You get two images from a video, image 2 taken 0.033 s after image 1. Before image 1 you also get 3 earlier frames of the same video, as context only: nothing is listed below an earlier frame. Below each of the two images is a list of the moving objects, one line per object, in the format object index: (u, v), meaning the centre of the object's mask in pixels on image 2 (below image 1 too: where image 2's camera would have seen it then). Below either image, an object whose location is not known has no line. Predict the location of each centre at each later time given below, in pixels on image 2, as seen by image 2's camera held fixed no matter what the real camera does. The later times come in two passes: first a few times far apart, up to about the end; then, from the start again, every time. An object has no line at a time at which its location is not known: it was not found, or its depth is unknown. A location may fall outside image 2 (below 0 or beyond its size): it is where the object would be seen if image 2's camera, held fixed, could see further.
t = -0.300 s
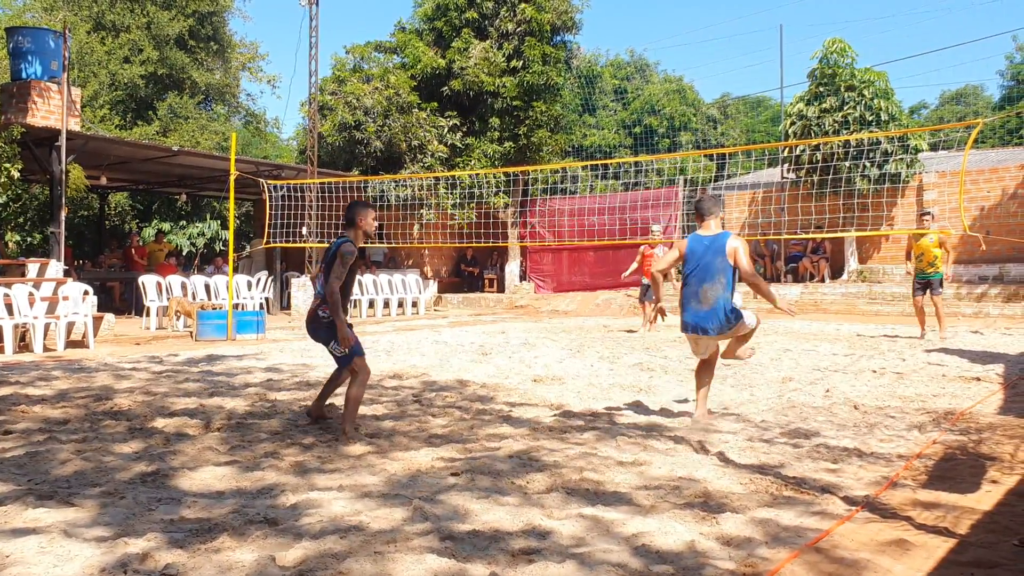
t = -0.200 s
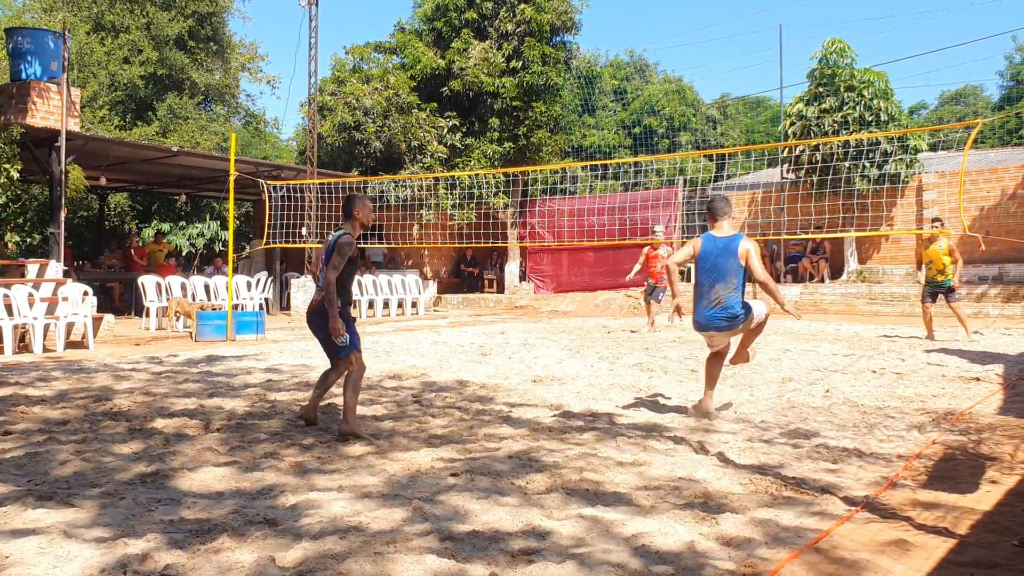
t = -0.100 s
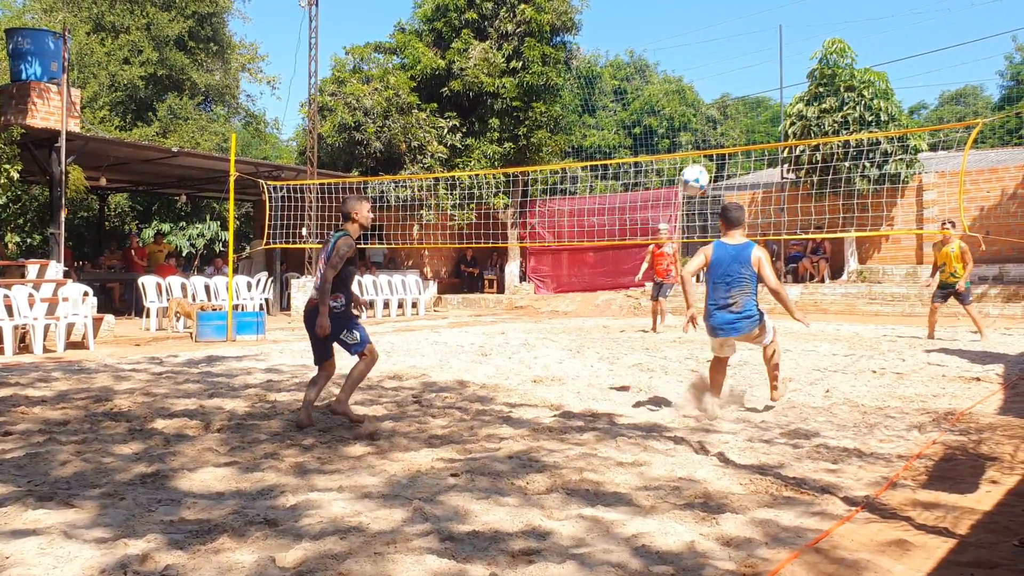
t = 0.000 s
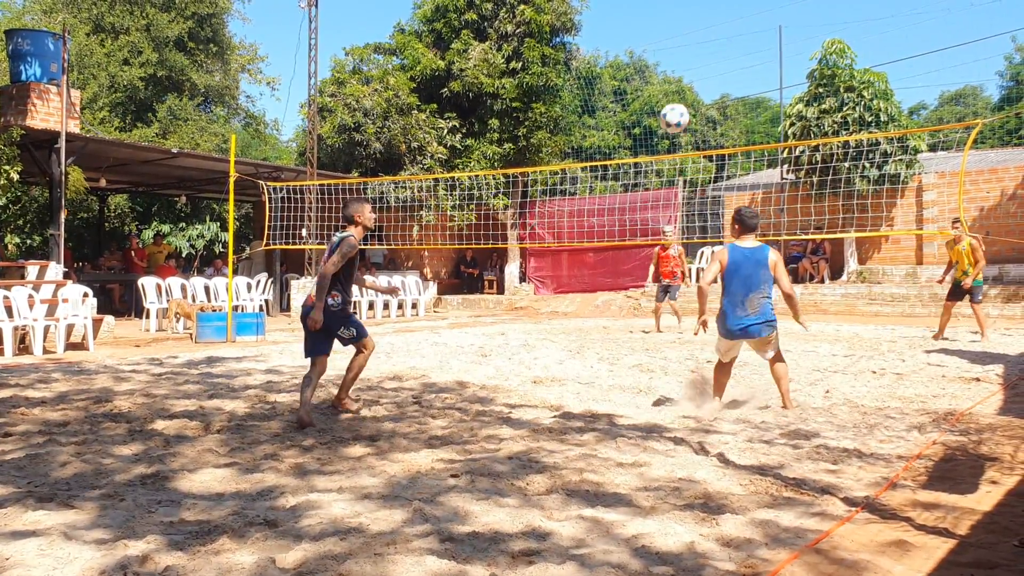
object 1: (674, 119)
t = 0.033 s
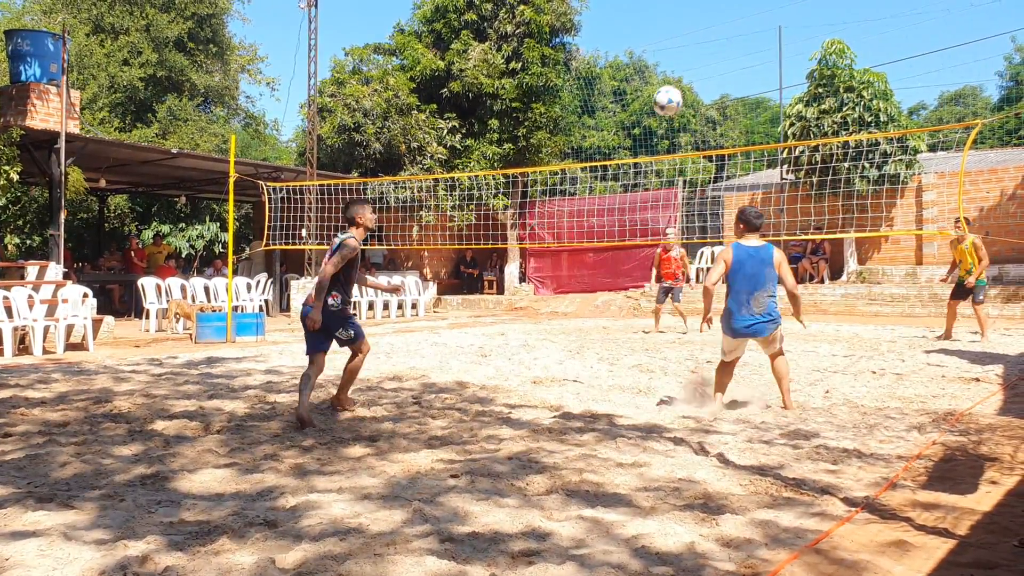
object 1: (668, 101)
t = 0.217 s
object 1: (632, 30)
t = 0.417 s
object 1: (594, 7)
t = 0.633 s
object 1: (553, 31)
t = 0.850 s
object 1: (514, 114)
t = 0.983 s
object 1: (491, 188)
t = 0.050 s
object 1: (665, 93)
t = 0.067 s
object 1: (661, 84)
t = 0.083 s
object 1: (658, 76)
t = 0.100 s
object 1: (654, 69)
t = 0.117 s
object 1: (651, 62)
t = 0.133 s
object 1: (648, 56)
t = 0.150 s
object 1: (645, 50)
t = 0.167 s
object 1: (642, 44)
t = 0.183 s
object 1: (638, 39)
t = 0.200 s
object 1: (635, 34)
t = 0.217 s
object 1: (632, 30)
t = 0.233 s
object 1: (629, 25)
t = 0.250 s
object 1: (626, 22)
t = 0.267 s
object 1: (623, 18)
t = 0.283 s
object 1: (620, 15)
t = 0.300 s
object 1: (616, 12)
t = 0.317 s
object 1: (613, 11)
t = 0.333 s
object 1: (610, 10)
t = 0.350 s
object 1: (607, 9)
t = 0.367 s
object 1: (603, 8)
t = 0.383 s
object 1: (601, 7)
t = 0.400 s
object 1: (597, 7)
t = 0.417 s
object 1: (594, 7)
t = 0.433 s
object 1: (591, 7)
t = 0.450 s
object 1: (587, 7)
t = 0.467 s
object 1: (585, 8)
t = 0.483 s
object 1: (582, 8)
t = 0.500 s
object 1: (578, 9)
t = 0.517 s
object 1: (576, 10)
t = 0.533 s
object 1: (572, 11)
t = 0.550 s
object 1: (569, 14)
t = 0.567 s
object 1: (566, 17)
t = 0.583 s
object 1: (563, 20)
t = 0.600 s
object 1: (560, 23)
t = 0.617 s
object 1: (557, 27)
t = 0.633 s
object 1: (553, 31)
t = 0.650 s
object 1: (551, 35)
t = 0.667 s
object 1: (548, 40)
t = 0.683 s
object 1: (544, 46)
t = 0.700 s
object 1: (542, 51)
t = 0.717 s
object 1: (539, 56)
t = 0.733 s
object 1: (535, 62)
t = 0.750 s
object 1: (532, 69)
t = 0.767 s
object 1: (530, 76)
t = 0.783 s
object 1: (526, 83)
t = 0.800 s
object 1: (524, 90)
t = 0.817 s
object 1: (520, 98)
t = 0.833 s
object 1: (518, 106)
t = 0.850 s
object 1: (514, 114)
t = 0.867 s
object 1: (512, 122)
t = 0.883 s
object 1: (509, 130)
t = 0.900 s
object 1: (506, 139)
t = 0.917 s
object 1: (503, 149)
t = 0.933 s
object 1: (500, 158)
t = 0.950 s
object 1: (497, 168)
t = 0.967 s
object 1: (494, 178)
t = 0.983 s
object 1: (491, 188)
